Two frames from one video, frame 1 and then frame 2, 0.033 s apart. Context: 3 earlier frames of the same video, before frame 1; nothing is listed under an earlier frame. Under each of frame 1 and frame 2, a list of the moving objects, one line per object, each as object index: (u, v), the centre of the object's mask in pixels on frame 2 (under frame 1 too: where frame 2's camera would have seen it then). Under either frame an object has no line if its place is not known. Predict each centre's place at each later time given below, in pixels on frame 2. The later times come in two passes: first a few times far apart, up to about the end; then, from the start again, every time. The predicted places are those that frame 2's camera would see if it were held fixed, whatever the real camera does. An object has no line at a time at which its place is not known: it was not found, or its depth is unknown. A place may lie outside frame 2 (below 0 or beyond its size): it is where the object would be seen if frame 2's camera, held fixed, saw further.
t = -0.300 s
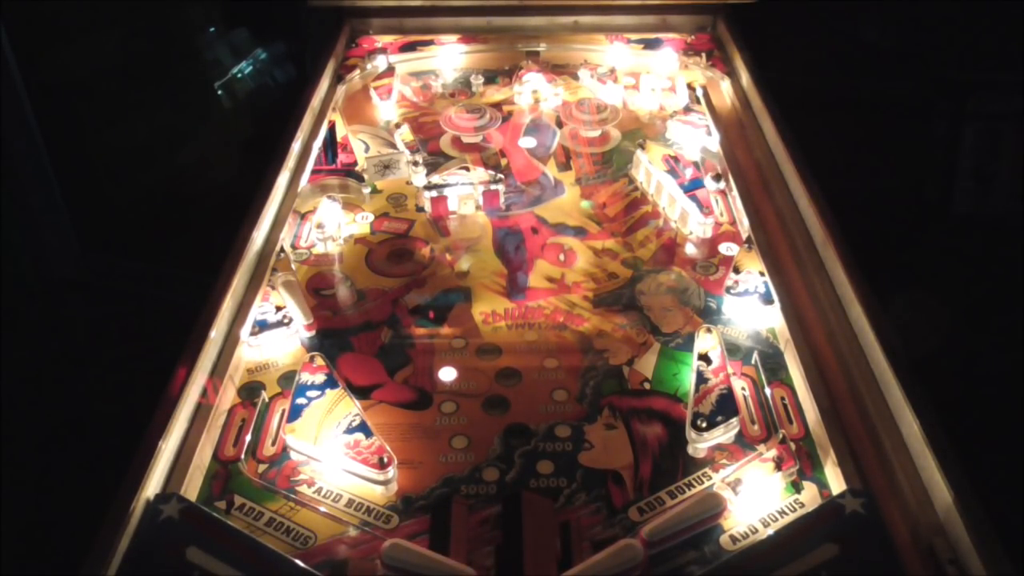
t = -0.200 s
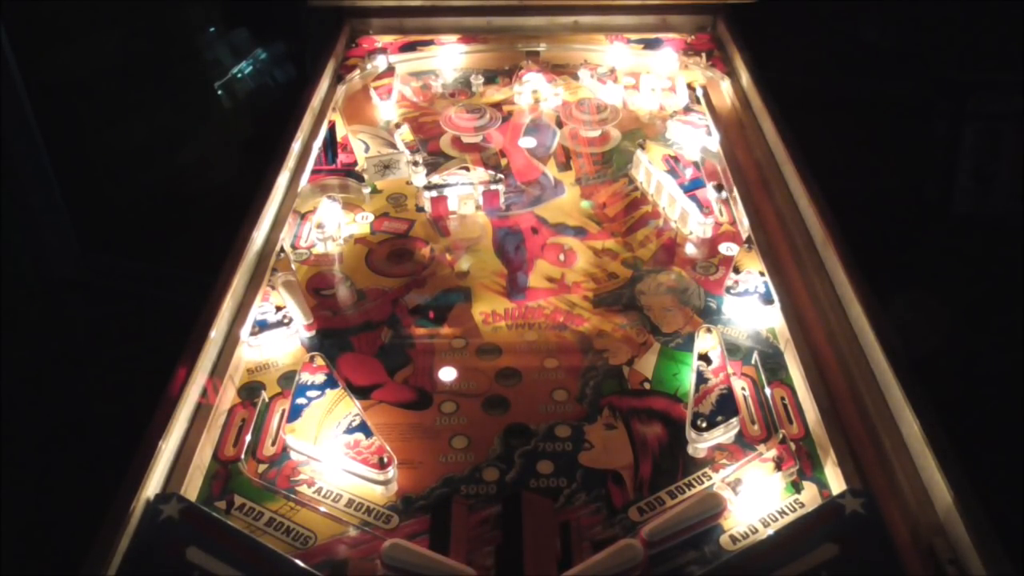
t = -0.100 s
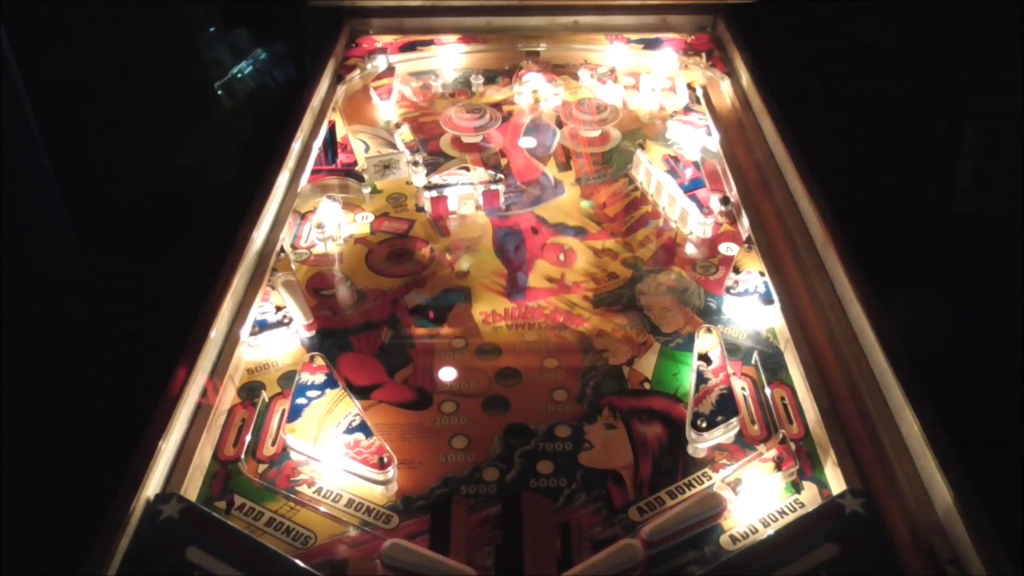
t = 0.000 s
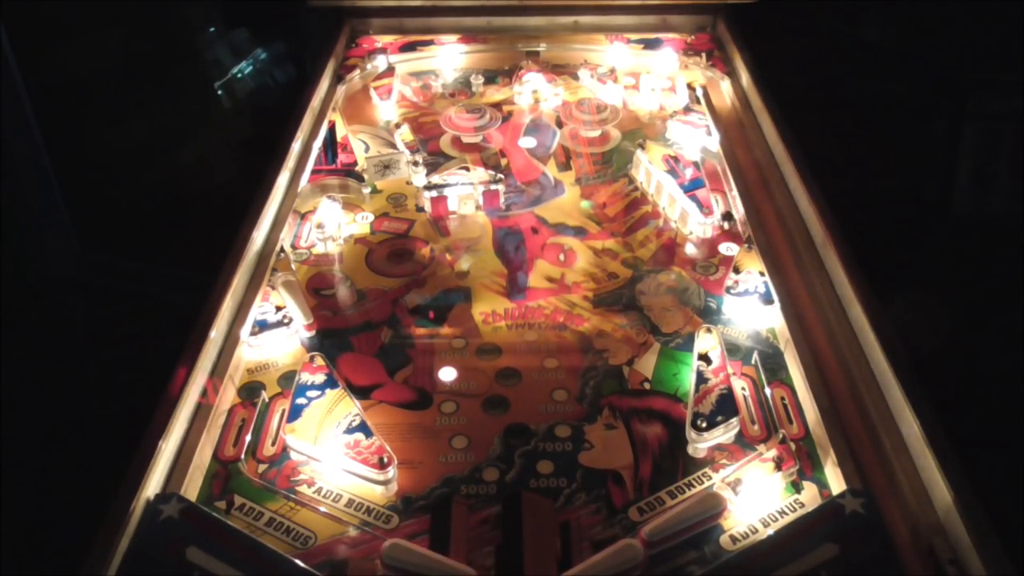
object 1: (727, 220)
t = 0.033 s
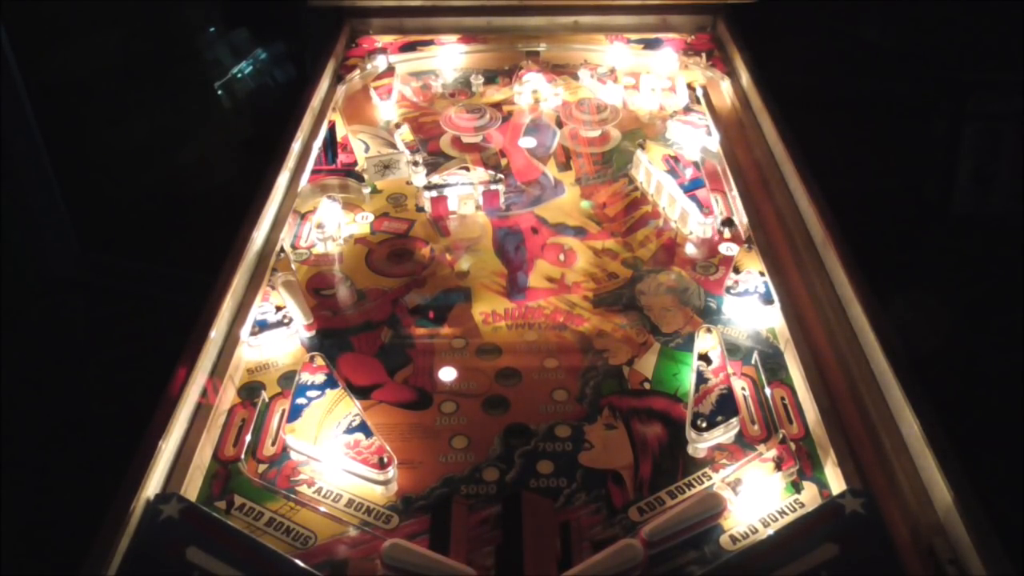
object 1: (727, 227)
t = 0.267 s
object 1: (704, 271)
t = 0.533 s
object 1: (646, 349)
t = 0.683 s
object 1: (607, 419)
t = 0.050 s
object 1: (727, 228)
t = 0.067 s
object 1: (727, 231)
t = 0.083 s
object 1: (728, 241)
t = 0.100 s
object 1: (728, 241)
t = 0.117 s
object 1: (728, 242)
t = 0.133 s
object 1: (728, 246)
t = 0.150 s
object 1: (726, 249)
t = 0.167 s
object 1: (722, 252)
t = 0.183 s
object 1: (719, 255)
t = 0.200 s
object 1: (716, 258)
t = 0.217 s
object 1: (713, 261)
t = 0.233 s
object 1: (709, 265)
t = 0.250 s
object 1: (707, 267)
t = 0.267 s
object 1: (704, 271)
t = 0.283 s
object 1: (701, 274)
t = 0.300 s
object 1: (698, 277)
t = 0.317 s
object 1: (694, 282)
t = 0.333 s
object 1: (691, 285)
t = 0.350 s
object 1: (687, 290)
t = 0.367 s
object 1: (683, 295)
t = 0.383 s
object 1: (680, 299)
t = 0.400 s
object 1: (676, 303)
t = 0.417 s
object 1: (673, 309)
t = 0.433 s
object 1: (669, 314)
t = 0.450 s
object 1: (665, 319)
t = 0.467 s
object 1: (661, 325)
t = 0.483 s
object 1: (657, 330)
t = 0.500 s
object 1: (654, 336)
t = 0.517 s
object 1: (650, 343)
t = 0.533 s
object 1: (646, 349)
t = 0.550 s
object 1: (642, 356)
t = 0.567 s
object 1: (637, 363)
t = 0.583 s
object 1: (634, 369)
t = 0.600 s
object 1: (630, 377)
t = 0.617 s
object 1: (626, 383)
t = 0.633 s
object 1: (621, 393)
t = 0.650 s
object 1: (616, 403)
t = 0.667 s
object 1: (612, 410)
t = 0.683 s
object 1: (607, 419)
